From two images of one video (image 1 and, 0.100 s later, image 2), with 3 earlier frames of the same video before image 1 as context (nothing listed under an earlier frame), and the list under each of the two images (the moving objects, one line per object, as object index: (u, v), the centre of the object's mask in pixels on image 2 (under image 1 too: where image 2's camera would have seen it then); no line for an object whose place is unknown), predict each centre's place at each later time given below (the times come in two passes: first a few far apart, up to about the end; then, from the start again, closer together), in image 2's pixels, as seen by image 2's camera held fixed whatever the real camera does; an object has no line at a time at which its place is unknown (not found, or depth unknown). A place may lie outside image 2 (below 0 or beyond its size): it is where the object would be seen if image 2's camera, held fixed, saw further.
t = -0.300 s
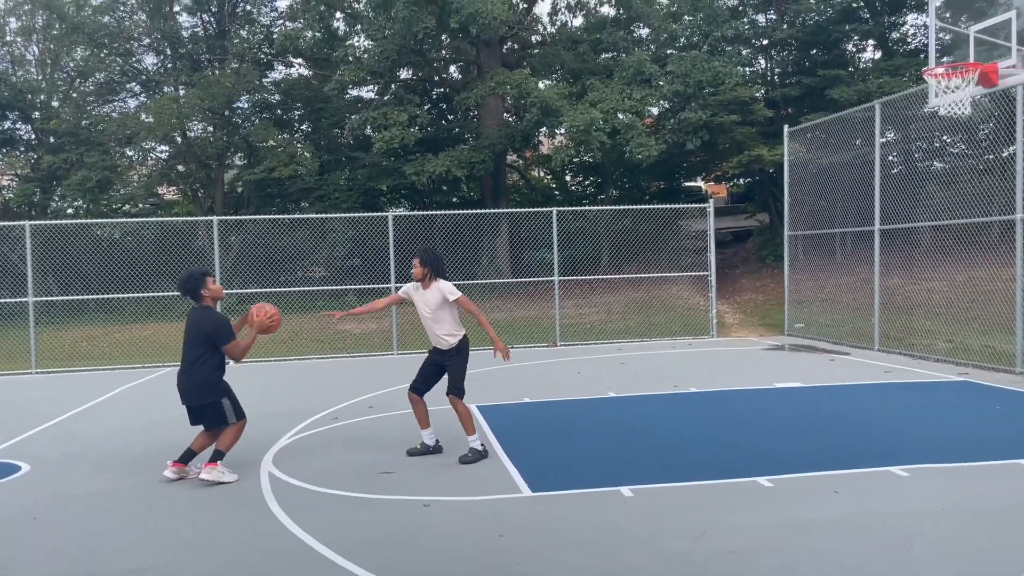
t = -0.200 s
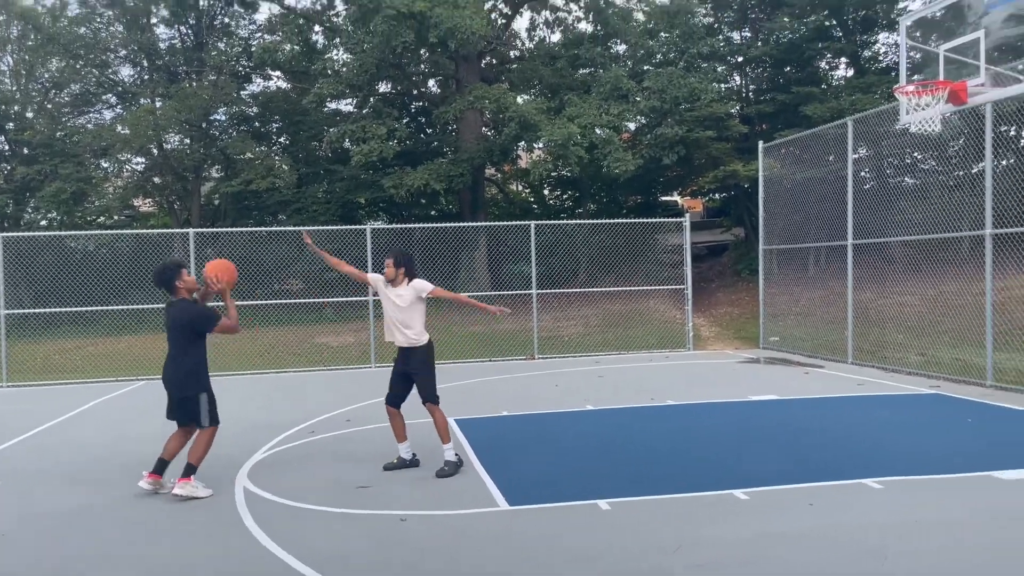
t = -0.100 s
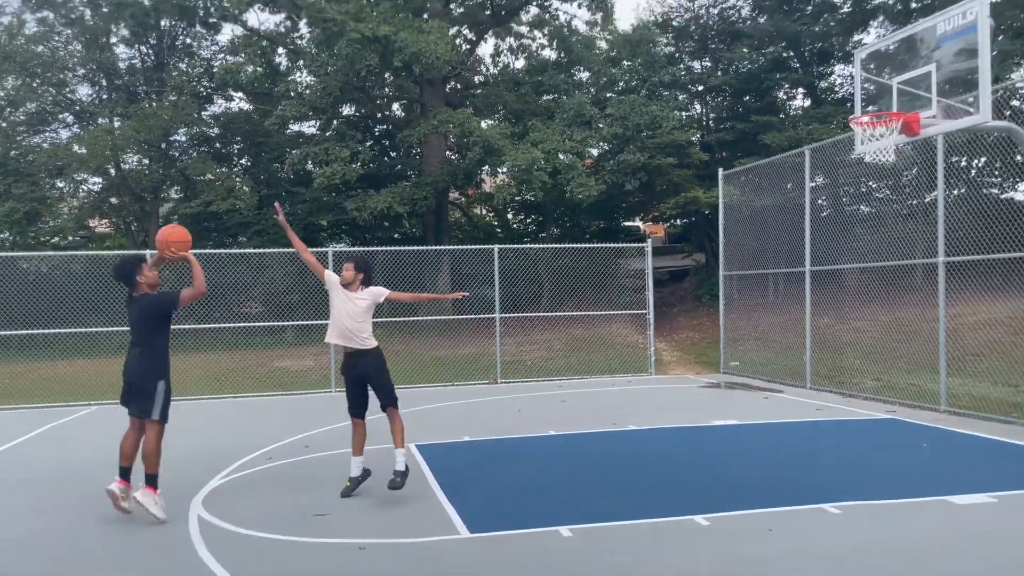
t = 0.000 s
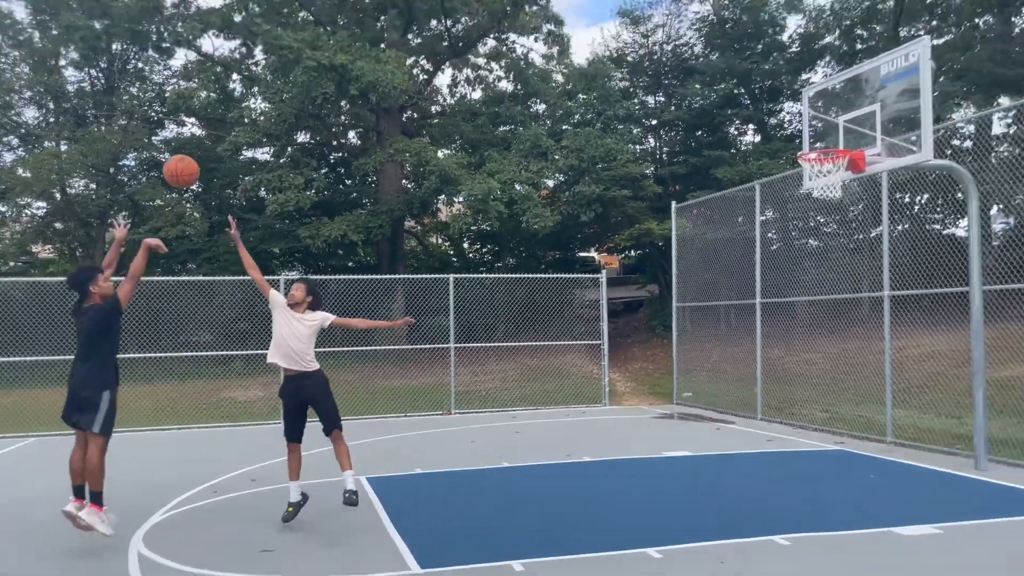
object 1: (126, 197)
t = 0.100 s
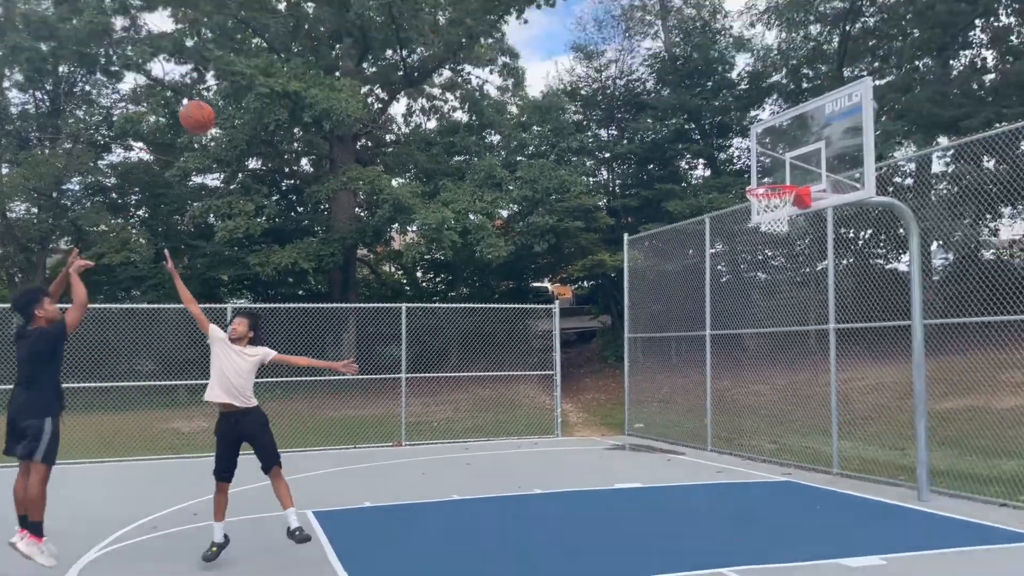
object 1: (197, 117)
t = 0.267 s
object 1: (302, 24)
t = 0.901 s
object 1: (608, 9)
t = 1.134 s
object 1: (699, 106)
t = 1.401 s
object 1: (795, 170)
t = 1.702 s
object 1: (742, 161)
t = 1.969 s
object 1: (685, 233)
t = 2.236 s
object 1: (625, 395)
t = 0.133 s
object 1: (219, 95)
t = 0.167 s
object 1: (240, 74)
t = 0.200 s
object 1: (261, 56)
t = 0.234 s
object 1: (282, 39)
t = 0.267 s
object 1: (302, 24)
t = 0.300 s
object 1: (321, 11)
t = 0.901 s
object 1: (608, 9)
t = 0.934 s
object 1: (622, 21)
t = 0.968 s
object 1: (635, 32)
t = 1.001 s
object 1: (647, 46)
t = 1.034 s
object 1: (659, 59)
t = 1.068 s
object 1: (672, 73)
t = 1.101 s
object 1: (685, 89)
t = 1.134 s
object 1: (699, 106)
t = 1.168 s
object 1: (712, 123)
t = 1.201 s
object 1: (726, 140)
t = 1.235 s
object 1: (738, 159)
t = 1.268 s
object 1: (749, 178)
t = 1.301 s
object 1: (760, 177)
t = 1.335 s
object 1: (772, 174)
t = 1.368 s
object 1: (784, 172)
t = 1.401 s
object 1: (795, 170)
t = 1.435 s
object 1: (795, 165)
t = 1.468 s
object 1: (789, 161)
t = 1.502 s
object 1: (782, 158)
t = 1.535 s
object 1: (774, 155)
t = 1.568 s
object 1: (768, 154)
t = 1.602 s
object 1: (762, 154)
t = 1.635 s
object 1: (755, 155)
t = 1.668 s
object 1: (749, 157)
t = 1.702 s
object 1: (742, 161)
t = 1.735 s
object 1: (735, 165)
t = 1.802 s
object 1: (721, 179)
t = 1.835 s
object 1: (714, 187)
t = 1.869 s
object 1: (706, 196)
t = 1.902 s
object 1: (699, 207)
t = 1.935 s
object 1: (692, 219)
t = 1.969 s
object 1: (685, 233)
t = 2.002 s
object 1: (677, 248)
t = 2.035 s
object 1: (670, 265)
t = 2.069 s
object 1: (662, 283)
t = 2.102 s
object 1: (655, 302)
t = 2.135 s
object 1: (647, 323)
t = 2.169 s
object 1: (640, 345)
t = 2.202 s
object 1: (632, 369)
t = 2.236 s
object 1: (625, 395)
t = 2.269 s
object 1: (618, 423)
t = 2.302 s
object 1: (611, 452)
